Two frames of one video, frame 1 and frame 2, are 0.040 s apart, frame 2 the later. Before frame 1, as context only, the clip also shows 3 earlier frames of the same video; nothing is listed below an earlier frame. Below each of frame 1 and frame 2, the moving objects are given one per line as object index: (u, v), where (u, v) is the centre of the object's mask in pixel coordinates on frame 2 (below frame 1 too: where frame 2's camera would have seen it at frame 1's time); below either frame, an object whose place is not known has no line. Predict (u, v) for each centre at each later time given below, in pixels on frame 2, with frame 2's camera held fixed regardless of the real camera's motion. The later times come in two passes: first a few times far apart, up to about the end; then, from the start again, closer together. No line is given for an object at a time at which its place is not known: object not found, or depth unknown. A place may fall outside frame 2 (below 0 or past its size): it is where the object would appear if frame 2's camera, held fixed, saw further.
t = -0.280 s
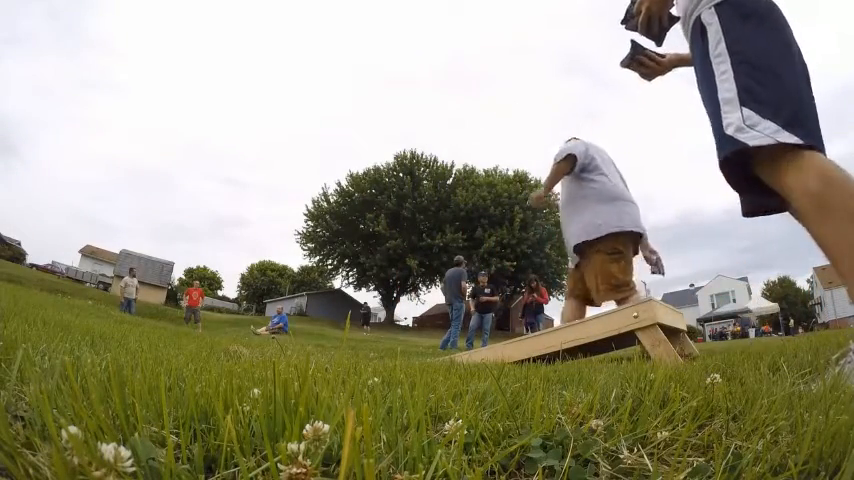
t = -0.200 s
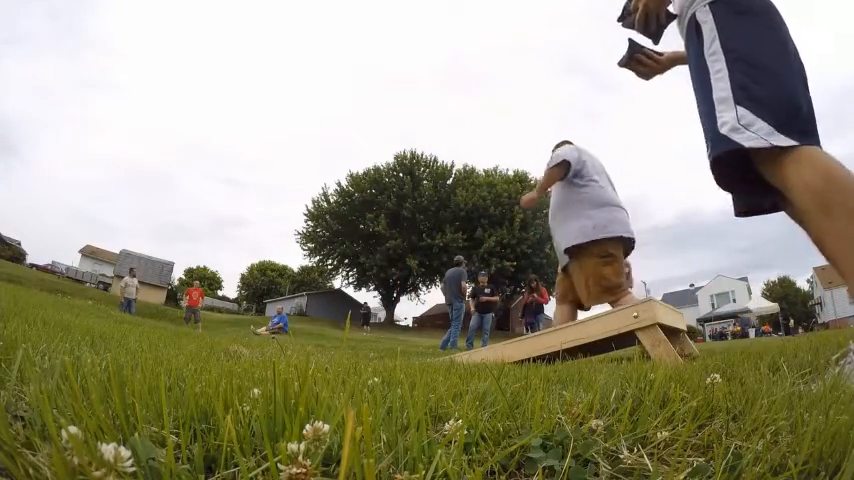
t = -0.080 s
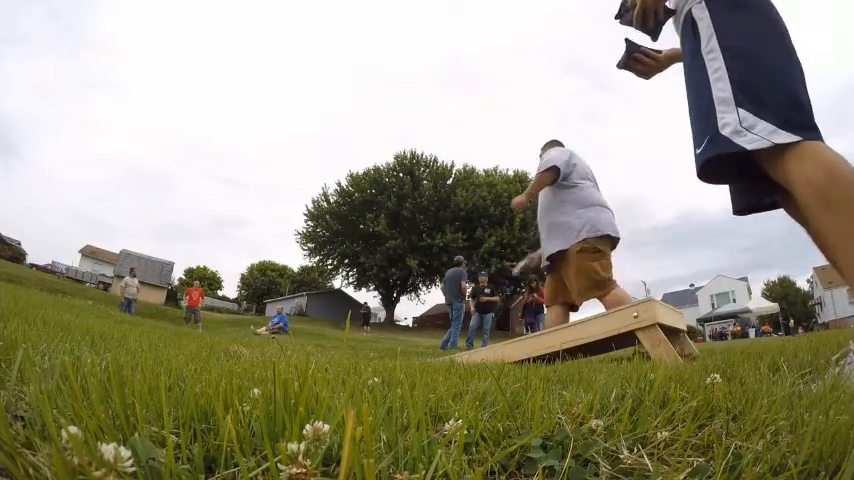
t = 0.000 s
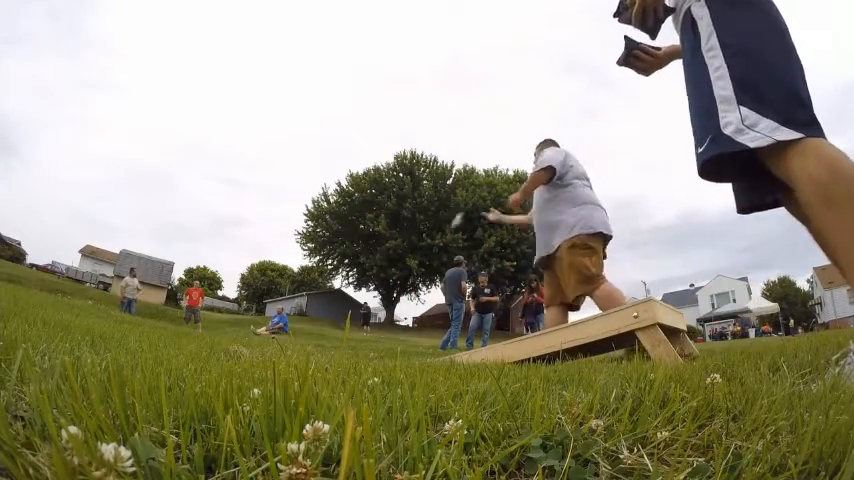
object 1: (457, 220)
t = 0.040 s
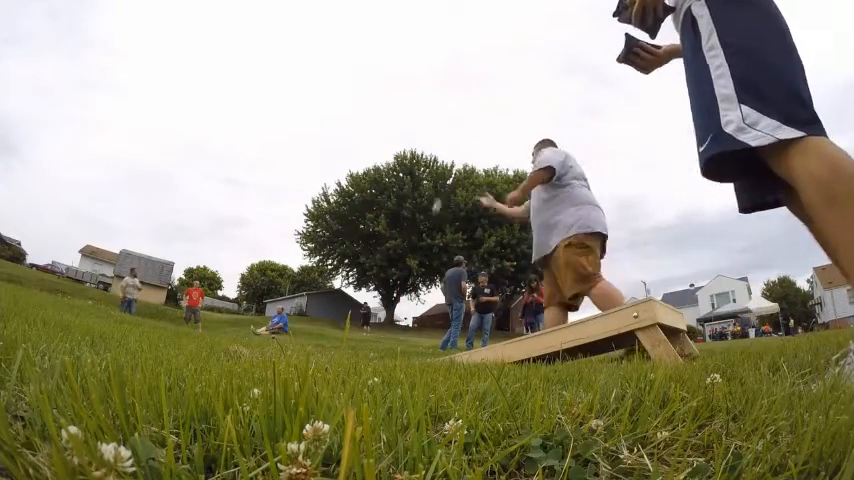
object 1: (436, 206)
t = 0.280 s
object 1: (341, 163)
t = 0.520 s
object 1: (285, 166)
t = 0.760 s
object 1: (240, 196)
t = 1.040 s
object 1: (197, 251)
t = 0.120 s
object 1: (395, 183)
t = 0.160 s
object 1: (380, 173)
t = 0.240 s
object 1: (352, 166)
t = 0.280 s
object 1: (341, 163)
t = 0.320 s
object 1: (328, 161)
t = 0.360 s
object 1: (319, 160)
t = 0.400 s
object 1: (311, 161)
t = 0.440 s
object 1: (299, 162)
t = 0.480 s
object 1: (292, 164)
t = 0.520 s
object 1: (285, 166)
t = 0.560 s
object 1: (275, 171)
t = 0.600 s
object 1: (268, 174)
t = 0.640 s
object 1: (263, 178)
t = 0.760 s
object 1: (240, 196)
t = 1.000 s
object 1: (201, 243)
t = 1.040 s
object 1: (197, 251)
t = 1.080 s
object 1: (192, 259)
